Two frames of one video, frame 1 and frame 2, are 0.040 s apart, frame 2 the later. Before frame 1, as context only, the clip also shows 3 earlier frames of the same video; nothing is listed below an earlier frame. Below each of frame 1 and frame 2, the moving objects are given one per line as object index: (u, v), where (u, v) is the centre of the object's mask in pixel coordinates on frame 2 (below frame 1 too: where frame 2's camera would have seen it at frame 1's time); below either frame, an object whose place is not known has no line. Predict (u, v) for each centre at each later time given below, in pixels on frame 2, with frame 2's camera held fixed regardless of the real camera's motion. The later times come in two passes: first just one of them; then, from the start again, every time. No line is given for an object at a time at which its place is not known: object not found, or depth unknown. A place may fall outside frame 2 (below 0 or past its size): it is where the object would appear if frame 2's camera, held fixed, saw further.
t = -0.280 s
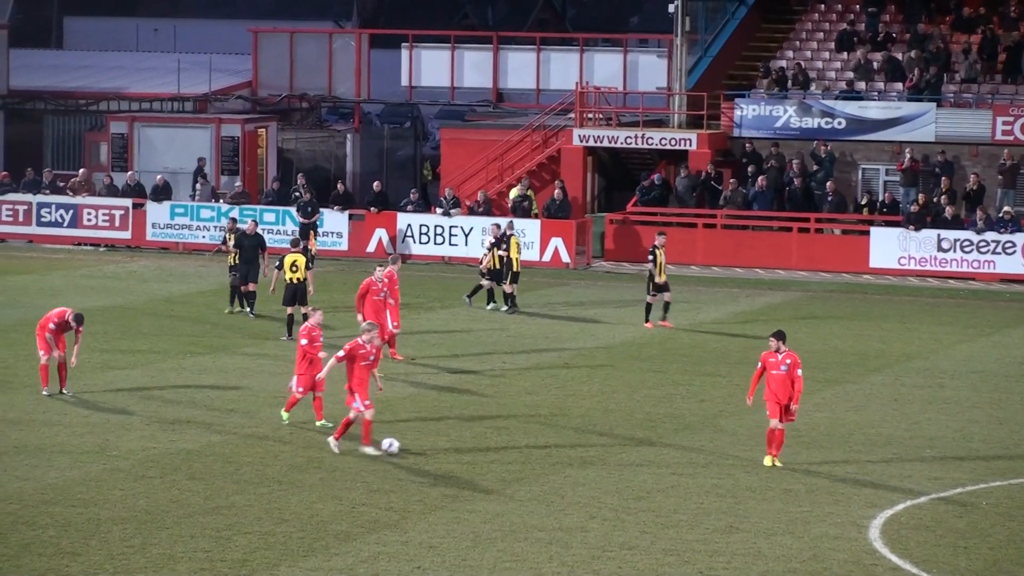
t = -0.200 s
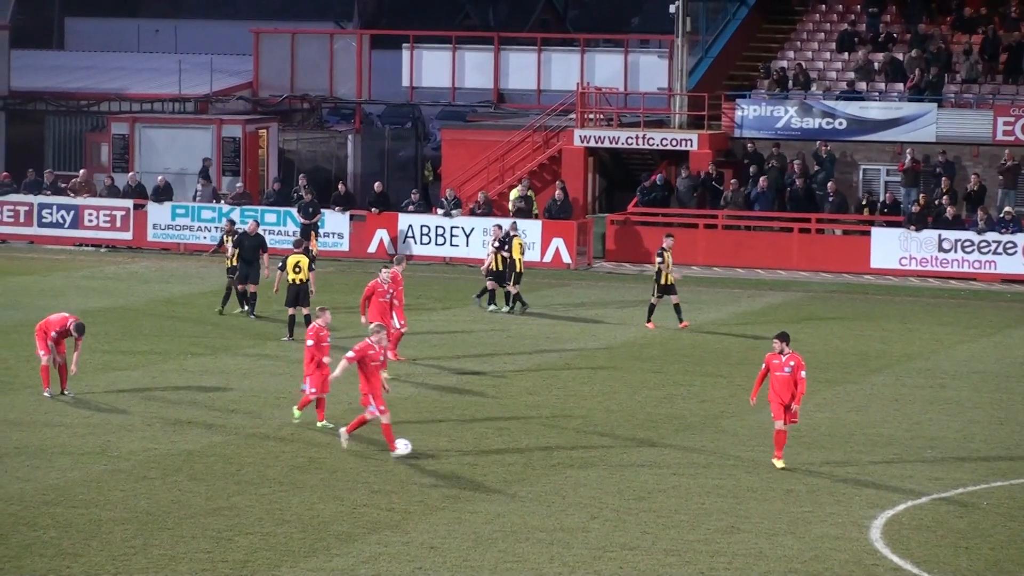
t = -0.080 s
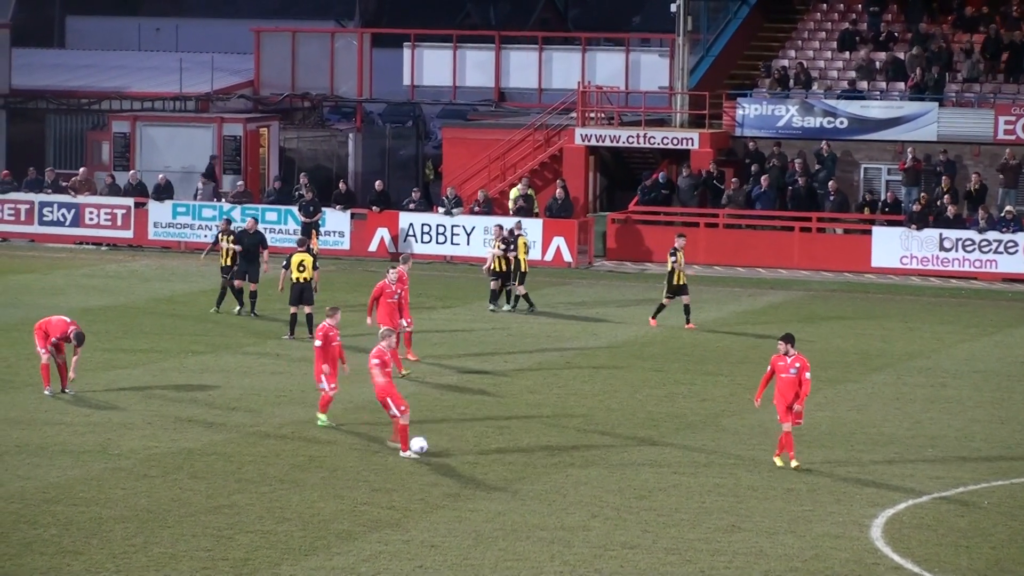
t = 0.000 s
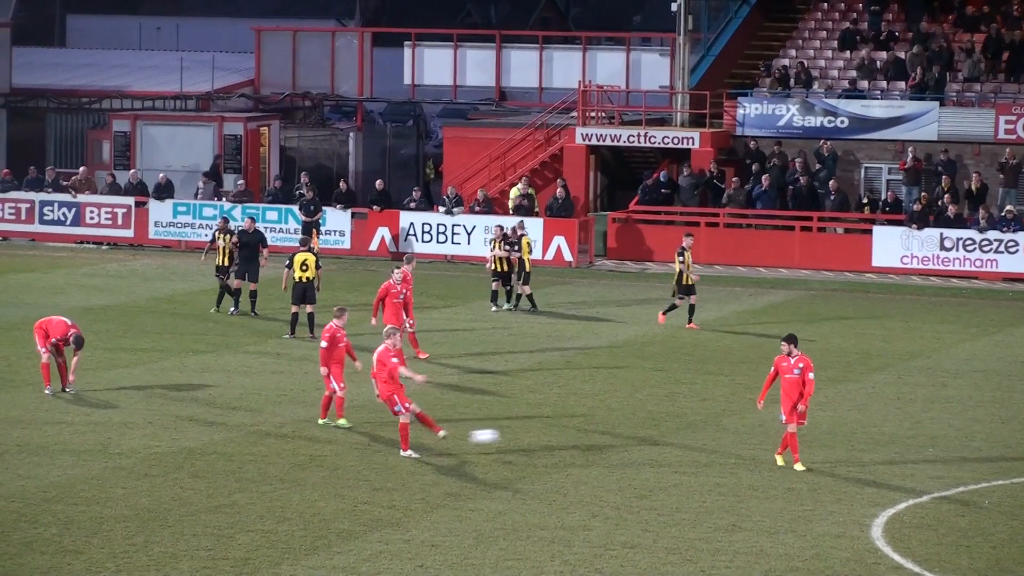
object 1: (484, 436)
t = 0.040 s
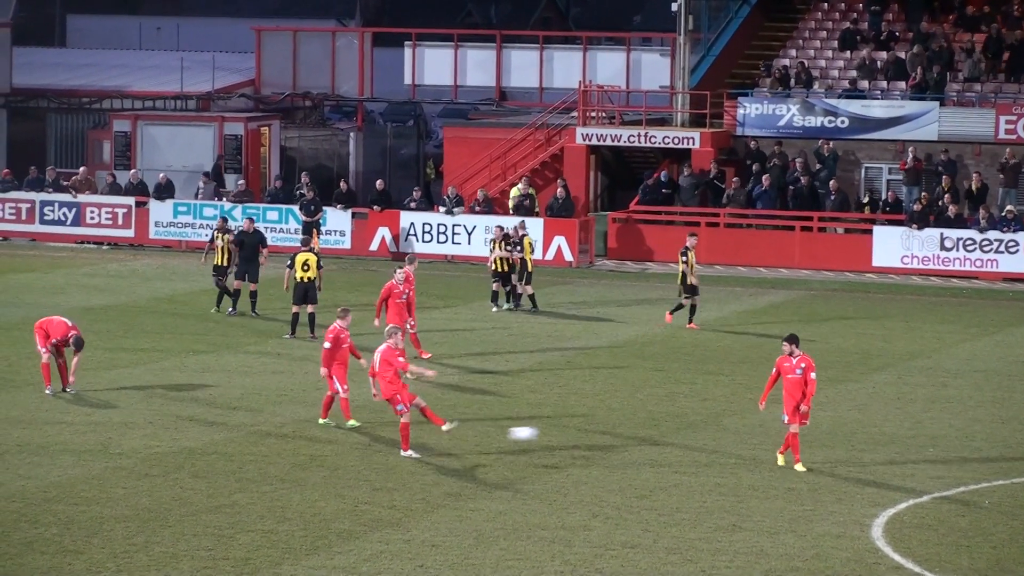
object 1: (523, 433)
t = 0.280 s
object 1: (753, 439)
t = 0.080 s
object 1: (561, 432)
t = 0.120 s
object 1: (598, 431)
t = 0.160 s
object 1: (637, 431)
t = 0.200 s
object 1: (676, 433)
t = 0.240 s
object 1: (714, 435)
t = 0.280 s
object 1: (753, 439)
